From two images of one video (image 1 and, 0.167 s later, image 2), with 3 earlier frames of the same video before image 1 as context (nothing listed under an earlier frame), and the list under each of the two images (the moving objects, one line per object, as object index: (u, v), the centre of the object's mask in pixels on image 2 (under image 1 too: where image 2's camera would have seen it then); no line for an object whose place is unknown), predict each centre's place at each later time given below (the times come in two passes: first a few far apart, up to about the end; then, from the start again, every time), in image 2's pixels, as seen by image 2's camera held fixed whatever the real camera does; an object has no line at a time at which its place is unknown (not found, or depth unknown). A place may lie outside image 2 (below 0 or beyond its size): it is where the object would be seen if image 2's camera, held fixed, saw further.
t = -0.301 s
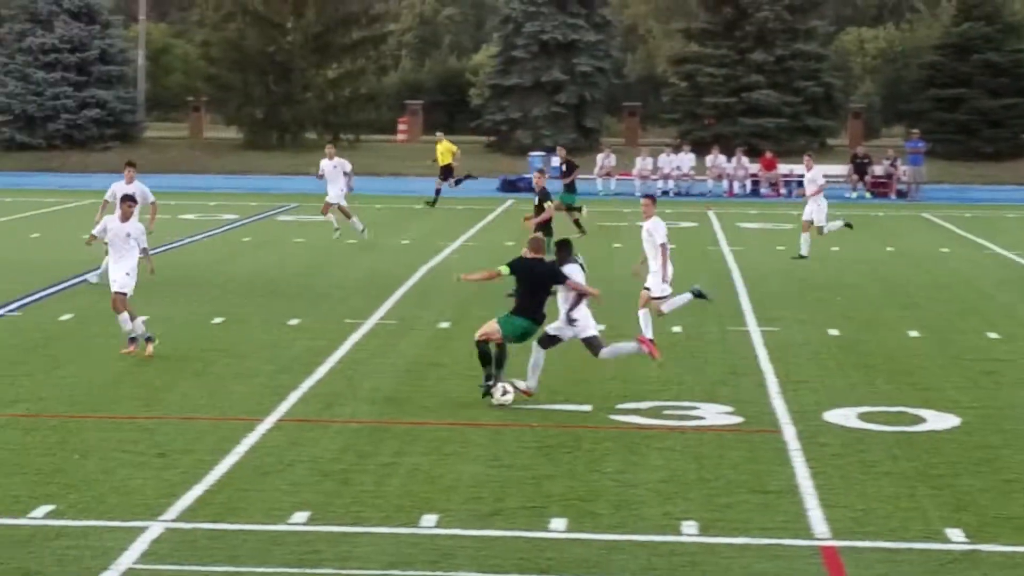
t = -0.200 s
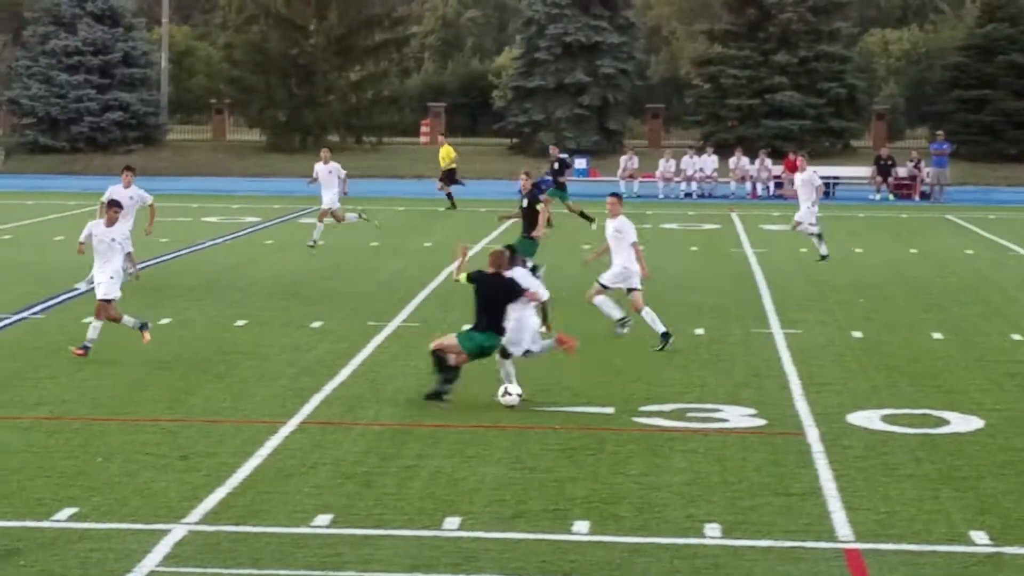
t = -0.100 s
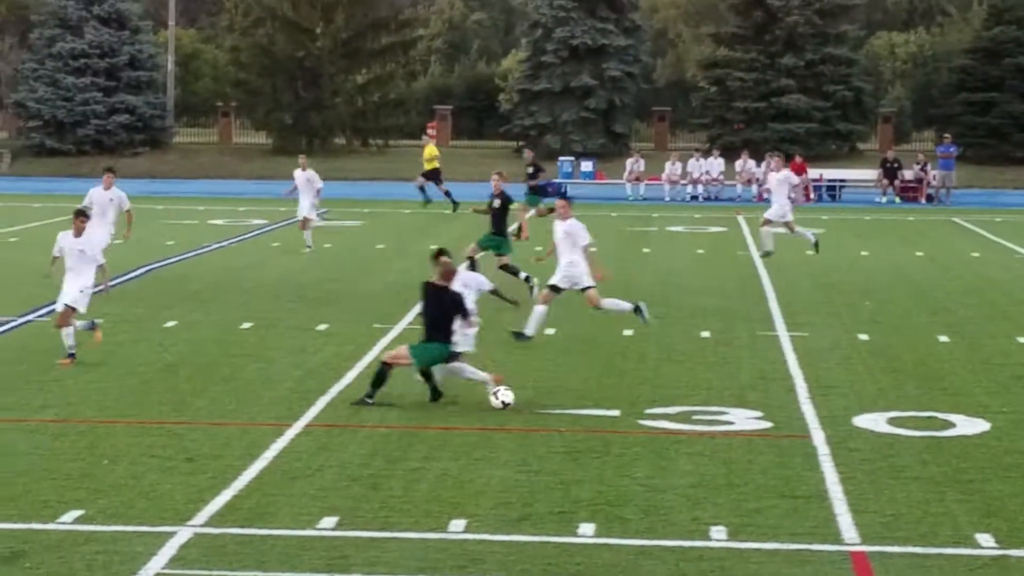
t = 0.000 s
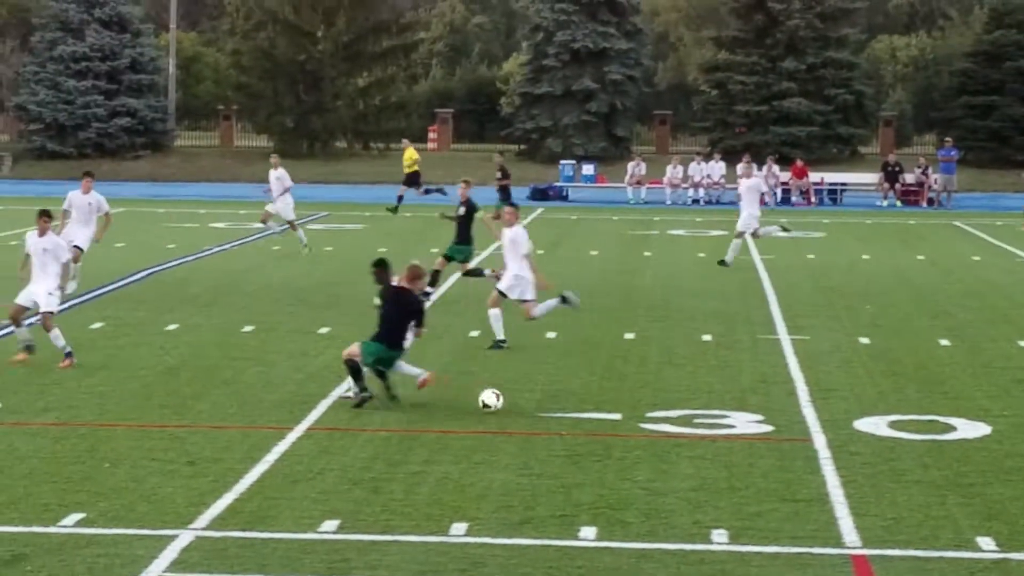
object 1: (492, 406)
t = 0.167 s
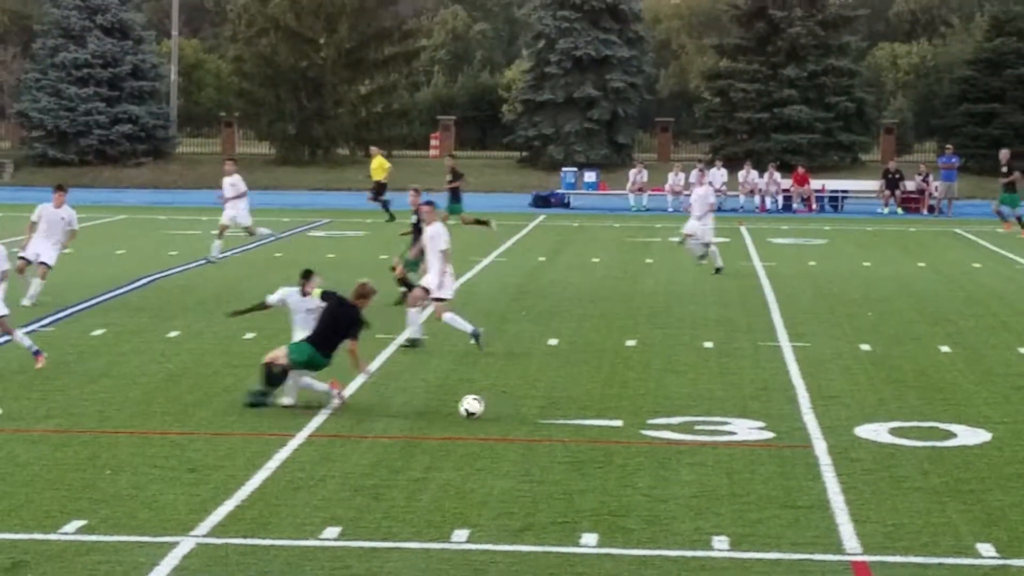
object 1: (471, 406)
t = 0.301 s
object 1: (456, 406)
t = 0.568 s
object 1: (429, 404)
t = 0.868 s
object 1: (403, 403)
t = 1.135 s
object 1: (384, 401)
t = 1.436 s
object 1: (367, 399)
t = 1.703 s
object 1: (356, 398)
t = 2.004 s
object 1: (345, 397)
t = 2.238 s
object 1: (339, 396)
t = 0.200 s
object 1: (467, 406)
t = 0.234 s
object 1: (463, 406)
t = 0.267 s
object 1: (460, 406)
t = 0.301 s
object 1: (456, 406)
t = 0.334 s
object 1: (452, 405)
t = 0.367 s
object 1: (449, 405)
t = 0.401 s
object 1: (445, 405)
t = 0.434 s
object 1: (442, 405)
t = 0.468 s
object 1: (439, 405)
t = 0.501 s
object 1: (435, 405)
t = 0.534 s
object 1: (432, 405)
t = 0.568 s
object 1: (429, 404)
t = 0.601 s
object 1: (426, 404)
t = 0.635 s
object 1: (423, 403)
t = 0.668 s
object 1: (420, 403)
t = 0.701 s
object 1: (417, 403)
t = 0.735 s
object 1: (413, 403)
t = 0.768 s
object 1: (410, 403)
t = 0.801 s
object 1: (408, 403)
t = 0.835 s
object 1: (406, 402)
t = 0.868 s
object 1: (403, 403)
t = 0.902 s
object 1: (400, 402)
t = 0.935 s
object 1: (398, 402)
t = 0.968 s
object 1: (395, 401)
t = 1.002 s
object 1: (393, 401)
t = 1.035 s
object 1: (391, 401)
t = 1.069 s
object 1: (388, 401)
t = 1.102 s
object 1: (386, 401)
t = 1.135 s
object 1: (384, 401)
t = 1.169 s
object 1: (382, 400)
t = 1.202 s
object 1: (380, 401)
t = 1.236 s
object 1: (378, 400)
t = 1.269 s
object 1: (375, 400)
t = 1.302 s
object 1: (374, 399)
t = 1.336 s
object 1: (372, 399)
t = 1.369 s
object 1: (370, 399)
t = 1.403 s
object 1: (368, 400)
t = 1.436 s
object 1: (367, 399)
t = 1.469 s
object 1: (365, 399)
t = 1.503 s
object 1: (363, 399)
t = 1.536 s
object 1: (361, 399)
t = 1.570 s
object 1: (360, 399)
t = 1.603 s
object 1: (359, 399)
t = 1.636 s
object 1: (358, 399)
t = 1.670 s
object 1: (356, 398)
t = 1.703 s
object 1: (356, 398)
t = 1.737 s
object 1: (354, 398)
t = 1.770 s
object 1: (353, 398)
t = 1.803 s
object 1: (352, 398)
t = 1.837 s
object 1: (350, 398)
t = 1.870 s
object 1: (349, 398)
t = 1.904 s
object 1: (348, 398)
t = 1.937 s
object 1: (347, 397)
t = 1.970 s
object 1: (346, 397)
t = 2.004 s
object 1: (345, 397)
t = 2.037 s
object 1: (344, 397)
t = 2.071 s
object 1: (343, 397)
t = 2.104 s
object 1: (341, 396)
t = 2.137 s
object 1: (341, 396)
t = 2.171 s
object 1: (340, 396)
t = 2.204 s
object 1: (340, 396)
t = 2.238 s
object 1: (339, 396)
